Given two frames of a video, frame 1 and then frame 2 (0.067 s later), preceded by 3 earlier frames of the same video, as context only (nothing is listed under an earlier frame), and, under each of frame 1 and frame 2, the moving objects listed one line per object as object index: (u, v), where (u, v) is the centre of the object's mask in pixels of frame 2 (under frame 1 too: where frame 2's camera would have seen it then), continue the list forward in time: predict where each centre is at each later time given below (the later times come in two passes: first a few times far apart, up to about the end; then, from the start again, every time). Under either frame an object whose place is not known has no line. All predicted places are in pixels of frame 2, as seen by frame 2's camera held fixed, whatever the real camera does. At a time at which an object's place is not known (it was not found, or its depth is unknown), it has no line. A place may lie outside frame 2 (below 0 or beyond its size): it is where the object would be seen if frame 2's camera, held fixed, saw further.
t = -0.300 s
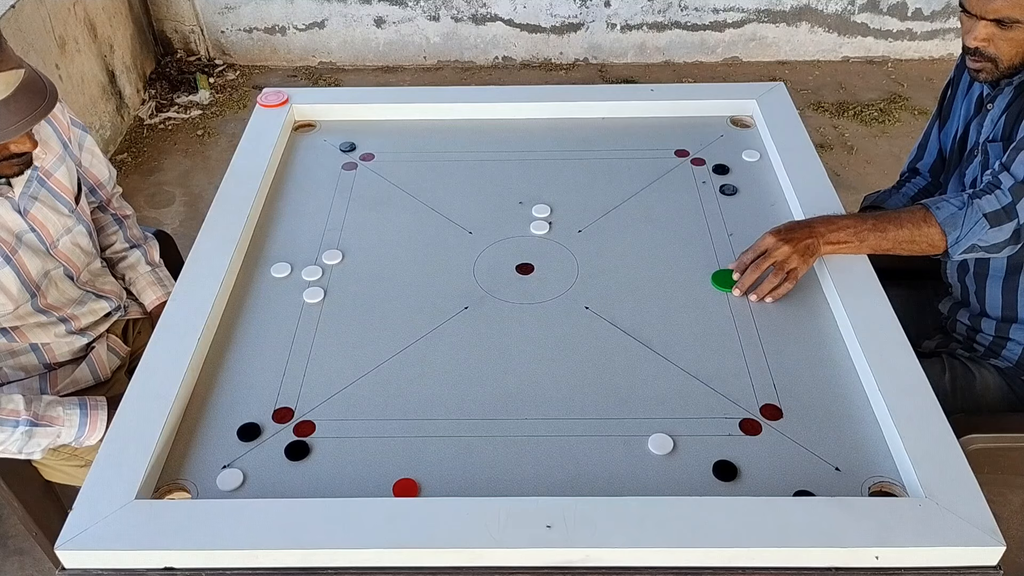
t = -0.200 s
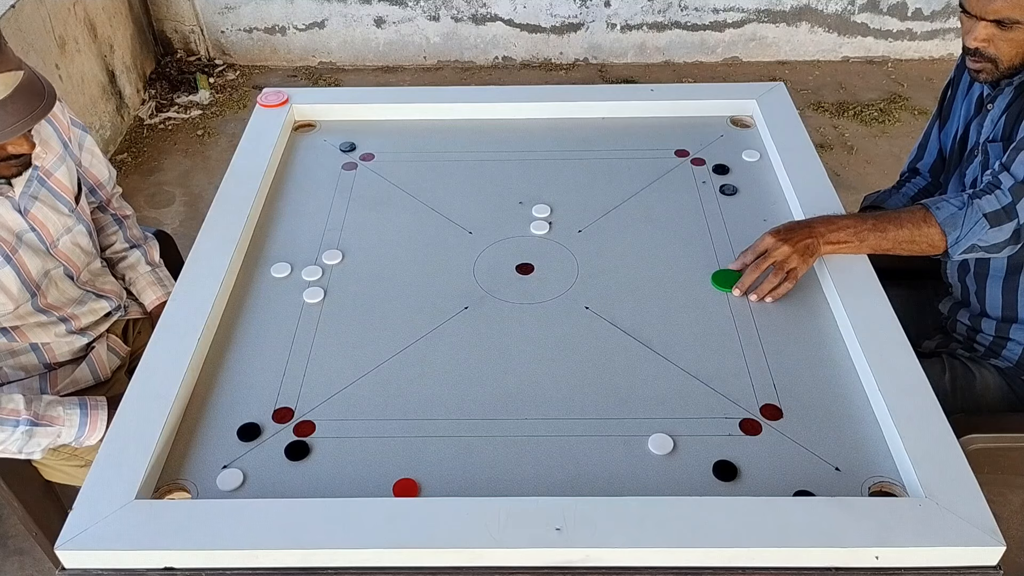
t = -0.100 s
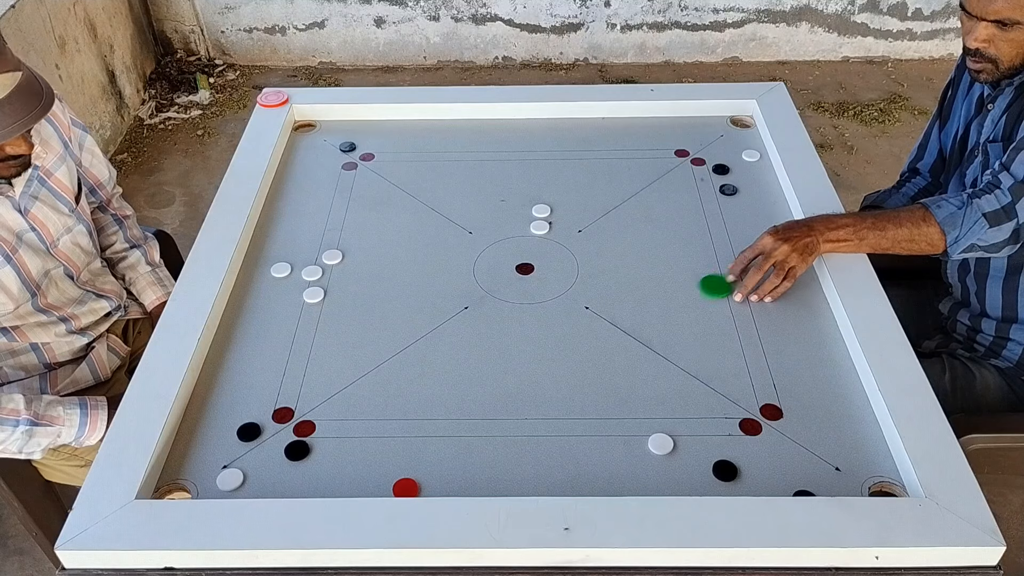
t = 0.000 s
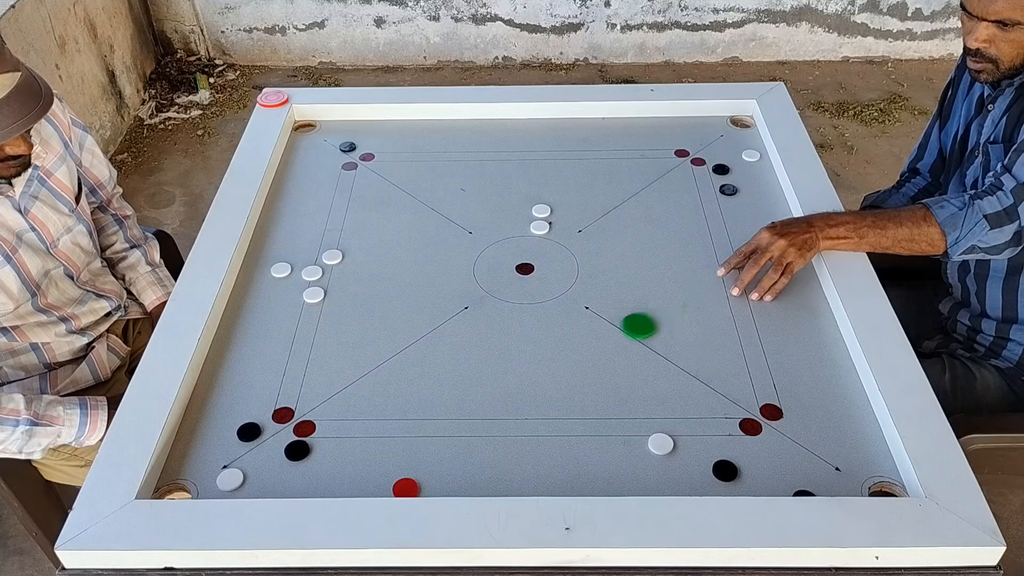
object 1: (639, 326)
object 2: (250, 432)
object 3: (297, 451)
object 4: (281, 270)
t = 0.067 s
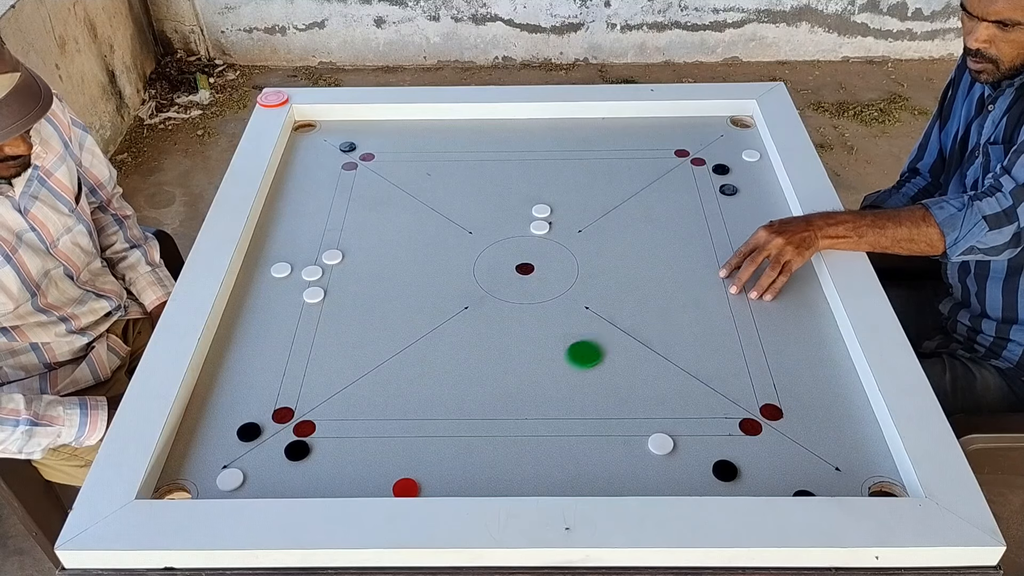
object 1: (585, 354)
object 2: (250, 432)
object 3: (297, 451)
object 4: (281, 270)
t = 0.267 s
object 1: (401, 450)
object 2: (249, 432)
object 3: (297, 450)
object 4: (281, 270)
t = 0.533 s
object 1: (225, 443)
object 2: (237, 385)
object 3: (315, 419)
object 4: (281, 270)
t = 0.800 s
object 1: (258, 400)
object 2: (261, 269)
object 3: (347, 368)
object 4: (284, 269)
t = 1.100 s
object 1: (345, 360)
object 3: (375, 328)
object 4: (312, 257)
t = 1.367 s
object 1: (405, 333)
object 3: (392, 307)
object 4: (313, 256)
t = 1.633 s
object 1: (449, 316)
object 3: (400, 299)
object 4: (313, 255)
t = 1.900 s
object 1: (476, 307)
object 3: (402, 297)
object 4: (313, 256)
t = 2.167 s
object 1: (483, 305)
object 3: (402, 297)
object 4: (313, 256)
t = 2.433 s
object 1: (483, 304)
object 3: (402, 297)
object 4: (313, 256)
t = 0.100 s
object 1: (556, 369)
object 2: (249, 432)
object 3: (297, 450)
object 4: (281, 270)
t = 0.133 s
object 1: (527, 384)
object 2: (249, 432)
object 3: (297, 450)
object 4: (281, 270)
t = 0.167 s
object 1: (497, 400)
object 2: (249, 432)
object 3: (297, 450)
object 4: (281, 270)
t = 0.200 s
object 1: (466, 416)
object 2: (249, 432)
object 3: (297, 450)
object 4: (281, 270)
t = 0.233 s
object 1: (434, 433)
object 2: (249, 432)
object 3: (297, 450)
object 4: (281, 270)
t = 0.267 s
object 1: (401, 450)
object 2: (249, 432)
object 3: (297, 450)
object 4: (281, 270)
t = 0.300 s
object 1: (367, 468)
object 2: (249, 432)
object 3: (297, 450)
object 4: (281, 270)
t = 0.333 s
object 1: (332, 484)
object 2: (249, 432)
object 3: (297, 450)
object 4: (281, 270)
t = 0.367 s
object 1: (302, 487)
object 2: (249, 432)
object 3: (297, 450)
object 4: (281, 270)
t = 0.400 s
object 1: (280, 476)
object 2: (249, 432)
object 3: (297, 450)
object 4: (281, 270)
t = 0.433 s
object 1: (261, 464)
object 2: (249, 432)
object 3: (301, 443)
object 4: (281, 270)
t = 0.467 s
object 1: (247, 454)
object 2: (247, 424)
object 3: (306, 435)
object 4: (281, 270)
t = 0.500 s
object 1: (235, 448)
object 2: (242, 404)
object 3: (311, 427)
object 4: (281, 270)
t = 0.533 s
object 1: (225, 443)
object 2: (237, 385)
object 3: (315, 419)
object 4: (281, 270)
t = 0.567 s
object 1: (214, 438)
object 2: (232, 367)
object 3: (320, 412)
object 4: (281, 270)
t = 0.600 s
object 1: (204, 432)
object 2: (228, 350)
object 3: (324, 405)
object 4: (281, 270)
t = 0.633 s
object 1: (201, 427)
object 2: (224, 333)
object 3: (328, 398)
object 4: (281, 270)
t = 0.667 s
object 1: (213, 421)
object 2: (233, 319)
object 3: (332, 392)
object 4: (281, 270)
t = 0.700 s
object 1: (225, 416)
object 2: (241, 305)
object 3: (336, 385)
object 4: (281, 270)
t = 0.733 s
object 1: (236, 410)
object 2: (249, 292)
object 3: (340, 379)
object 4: (281, 270)
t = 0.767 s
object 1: (248, 405)
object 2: (257, 279)
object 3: (343, 373)
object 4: (281, 270)
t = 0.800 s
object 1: (258, 400)
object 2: (261, 269)
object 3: (347, 368)
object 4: (284, 269)
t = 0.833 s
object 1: (269, 395)
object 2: (261, 259)
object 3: (351, 362)
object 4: (290, 267)
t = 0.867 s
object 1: (279, 390)
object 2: (262, 250)
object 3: (354, 357)
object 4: (295, 265)
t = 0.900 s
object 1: (290, 385)
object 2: (262, 241)
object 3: (358, 352)
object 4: (300, 264)
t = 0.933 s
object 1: (300, 381)
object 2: (262, 232)
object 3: (361, 348)
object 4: (303, 262)
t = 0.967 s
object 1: (309, 376)
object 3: (364, 344)
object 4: (306, 261)
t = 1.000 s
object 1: (318, 372)
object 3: (367, 339)
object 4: (309, 259)
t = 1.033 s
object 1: (328, 368)
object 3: (370, 336)
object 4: (311, 258)
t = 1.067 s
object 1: (336, 364)
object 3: (372, 332)
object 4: (312, 257)
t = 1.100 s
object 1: (345, 360)
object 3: (375, 328)
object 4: (312, 257)
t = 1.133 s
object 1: (353, 356)
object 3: (377, 325)
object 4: (313, 256)
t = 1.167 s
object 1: (361, 352)
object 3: (380, 322)
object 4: (313, 256)
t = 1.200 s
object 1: (369, 349)
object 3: (382, 319)
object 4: (313, 255)
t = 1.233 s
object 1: (377, 345)
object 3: (384, 317)
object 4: (313, 256)
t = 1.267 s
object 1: (384, 342)
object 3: (387, 314)
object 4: (313, 256)
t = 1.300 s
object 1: (391, 339)
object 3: (389, 312)
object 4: (313, 256)
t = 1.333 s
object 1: (398, 336)
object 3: (391, 310)
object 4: (313, 256)
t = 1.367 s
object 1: (405, 333)
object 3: (392, 307)
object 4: (313, 256)
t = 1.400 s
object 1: (411, 331)
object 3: (394, 306)
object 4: (313, 255)
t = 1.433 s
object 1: (418, 328)
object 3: (395, 304)
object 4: (313, 256)
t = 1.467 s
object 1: (424, 326)
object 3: (396, 303)
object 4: (313, 256)
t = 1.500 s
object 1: (429, 323)
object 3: (397, 301)
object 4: (313, 255)
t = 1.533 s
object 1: (435, 321)
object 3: (398, 301)
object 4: (313, 256)
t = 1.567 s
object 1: (440, 319)
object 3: (399, 300)
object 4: (313, 256)
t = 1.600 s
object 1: (444, 318)
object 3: (400, 299)
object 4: (313, 256)
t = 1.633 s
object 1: (449, 316)
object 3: (400, 299)
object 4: (313, 255)
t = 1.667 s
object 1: (453, 315)
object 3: (401, 298)
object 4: (313, 256)
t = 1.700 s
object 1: (457, 314)
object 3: (401, 298)
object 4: (313, 255)
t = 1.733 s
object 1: (461, 312)
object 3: (401, 298)
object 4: (313, 255)
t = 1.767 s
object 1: (464, 311)
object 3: (402, 297)
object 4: (313, 256)
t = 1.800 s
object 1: (468, 310)
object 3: (402, 297)
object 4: (313, 256)
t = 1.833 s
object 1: (471, 309)
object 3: (402, 297)
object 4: (313, 256)
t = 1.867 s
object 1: (474, 308)
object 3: (402, 297)
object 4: (313, 256)
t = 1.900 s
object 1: (476, 307)
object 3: (402, 297)
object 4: (313, 256)
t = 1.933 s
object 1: (479, 306)
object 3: (402, 297)
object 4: (313, 256)
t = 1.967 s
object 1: (480, 305)
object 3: (402, 297)
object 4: (313, 256)
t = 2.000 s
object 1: (482, 305)
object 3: (402, 297)
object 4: (313, 256)
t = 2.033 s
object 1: (482, 305)
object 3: (402, 297)
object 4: (313, 256)
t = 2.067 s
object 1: (483, 304)
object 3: (402, 297)
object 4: (313, 256)
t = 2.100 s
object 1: (483, 305)
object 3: (402, 297)
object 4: (313, 256)
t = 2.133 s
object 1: (483, 305)
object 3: (402, 297)
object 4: (313, 256)
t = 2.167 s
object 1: (483, 305)
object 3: (402, 297)
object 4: (313, 256)
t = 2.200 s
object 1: (483, 305)
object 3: (402, 297)
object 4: (313, 256)
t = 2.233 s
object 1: (483, 304)
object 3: (402, 297)
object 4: (313, 256)
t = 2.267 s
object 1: (483, 304)
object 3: (402, 297)
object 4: (313, 256)
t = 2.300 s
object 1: (483, 304)
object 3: (402, 297)
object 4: (313, 256)
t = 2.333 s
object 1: (483, 304)
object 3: (402, 297)
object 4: (313, 256)
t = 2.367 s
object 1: (483, 304)
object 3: (402, 297)
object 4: (313, 256)
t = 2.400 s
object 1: (483, 304)
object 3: (402, 297)
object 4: (313, 256)
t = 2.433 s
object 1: (483, 304)
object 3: (402, 297)
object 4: (313, 256)
